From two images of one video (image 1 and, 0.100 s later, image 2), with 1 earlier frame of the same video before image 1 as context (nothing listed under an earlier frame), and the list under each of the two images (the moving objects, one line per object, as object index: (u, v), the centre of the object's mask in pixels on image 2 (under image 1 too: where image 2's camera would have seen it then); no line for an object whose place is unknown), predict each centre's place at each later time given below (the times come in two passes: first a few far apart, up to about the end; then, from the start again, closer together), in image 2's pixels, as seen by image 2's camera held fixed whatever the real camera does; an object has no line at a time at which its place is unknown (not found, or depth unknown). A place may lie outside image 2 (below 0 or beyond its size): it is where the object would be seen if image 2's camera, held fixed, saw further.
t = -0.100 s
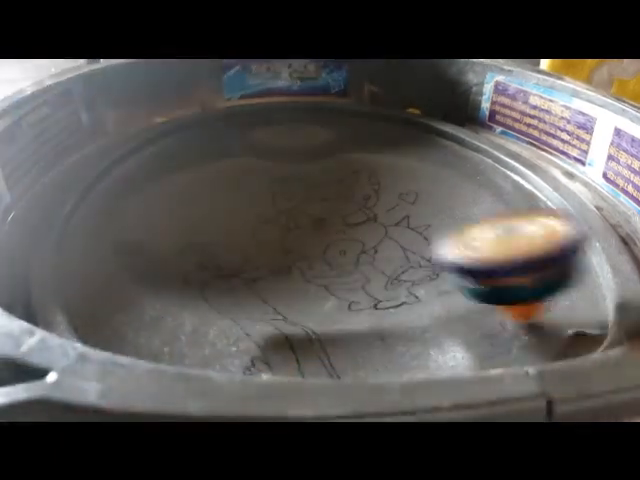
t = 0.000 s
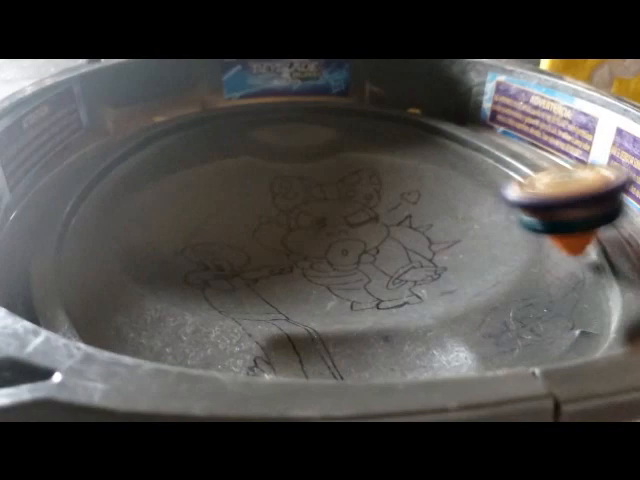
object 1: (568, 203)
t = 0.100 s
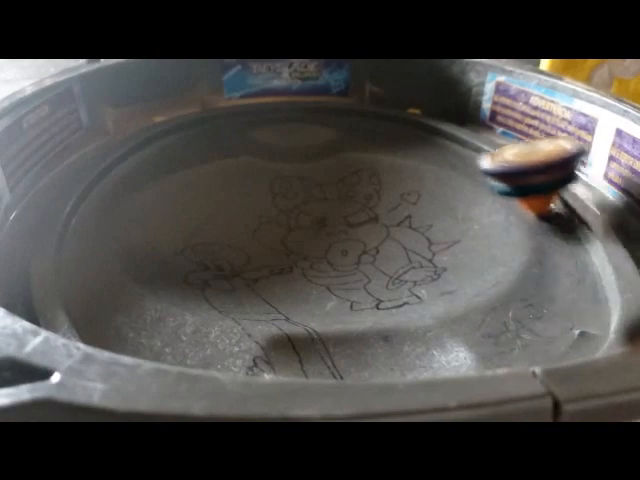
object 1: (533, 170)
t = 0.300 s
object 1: (460, 126)
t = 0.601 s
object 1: (389, 99)
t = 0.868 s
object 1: (349, 92)
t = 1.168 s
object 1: (286, 91)
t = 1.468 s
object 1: (218, 100)
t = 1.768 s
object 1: (164, 118)
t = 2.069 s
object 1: (109, 163)
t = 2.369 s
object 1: (86, 226)
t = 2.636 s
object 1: (116, 284)
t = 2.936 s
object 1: (228, 316)
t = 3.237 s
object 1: (439, 268)
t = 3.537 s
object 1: (564, 220)
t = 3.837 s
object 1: (492, 148)
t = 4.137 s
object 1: (348, 95)
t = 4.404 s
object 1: (243, 94)
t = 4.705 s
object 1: (170, 112)
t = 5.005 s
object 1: (151, 129)
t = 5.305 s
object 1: (97, 182)
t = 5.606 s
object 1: (109, 276)
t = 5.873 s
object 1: (364, 337)
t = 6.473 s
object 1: (543, 180)
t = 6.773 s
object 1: (445, 121)
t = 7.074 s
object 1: (332, 92)
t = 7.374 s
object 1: (227, 96)
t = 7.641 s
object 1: (154, 122)
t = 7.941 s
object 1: (139, 192)
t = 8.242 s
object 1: (345, 249)
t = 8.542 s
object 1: (445, 250)
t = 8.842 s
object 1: (560, 211)
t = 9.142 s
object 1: (499, 151)
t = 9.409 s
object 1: (393, 113)
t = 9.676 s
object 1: (274, 118)
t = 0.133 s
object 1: (520, 160)
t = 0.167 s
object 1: (506, 152)
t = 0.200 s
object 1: (495, 143)
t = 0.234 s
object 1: (482, 138)
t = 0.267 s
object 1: (470, 132)
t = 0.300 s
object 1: (460, 126)
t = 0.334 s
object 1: (449, 121)
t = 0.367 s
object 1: (440, 116)
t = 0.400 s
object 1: (430, 112)
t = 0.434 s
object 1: (421, 108)
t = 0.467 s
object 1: (413, 105)
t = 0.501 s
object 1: (405, 103)
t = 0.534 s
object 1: (399, 101)
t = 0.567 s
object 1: (394, 100)
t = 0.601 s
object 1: (389, 99)
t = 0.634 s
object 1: (385, 97)
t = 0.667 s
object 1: (380, 96)
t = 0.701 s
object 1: (376, 96)
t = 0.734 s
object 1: (372, 95)
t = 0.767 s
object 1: (367, 95)
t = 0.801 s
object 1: (361, 93)
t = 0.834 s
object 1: (354, 93)
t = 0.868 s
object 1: (349, 92)
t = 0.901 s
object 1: (342, 92)
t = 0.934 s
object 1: (336, 91)
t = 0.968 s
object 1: (330, 91)
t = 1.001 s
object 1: (321, 91)
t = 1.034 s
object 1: (315, 91)
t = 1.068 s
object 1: (308, 90)
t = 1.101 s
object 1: (301, 91)
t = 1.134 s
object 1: (294, 91)
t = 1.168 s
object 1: (286, 91)
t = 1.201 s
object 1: (278, 92)
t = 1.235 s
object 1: (274, 92)
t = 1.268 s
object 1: (269, 93)
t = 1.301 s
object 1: (264, 93)
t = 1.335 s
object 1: (258, 94)
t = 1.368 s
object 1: (249, 95)
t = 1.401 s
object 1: (236, 97)
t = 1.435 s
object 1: (226, 98)
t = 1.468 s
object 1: (218, 100)
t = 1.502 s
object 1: (210, 102)
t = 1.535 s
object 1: (202, 103)
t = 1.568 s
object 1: (195, 103)
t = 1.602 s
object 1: (191, 106)
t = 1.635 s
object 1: (186, 109)
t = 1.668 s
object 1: (177, 111)
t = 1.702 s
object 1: (169, 113)
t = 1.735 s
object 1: (166, 116)
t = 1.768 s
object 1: (164, 118)
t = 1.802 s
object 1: (160, 121)
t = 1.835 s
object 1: (152, 126)
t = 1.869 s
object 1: (144, 130)
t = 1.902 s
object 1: (136, 134)
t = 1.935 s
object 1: (133, 138)
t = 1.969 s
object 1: (130, 142)
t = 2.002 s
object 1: (126, 146)
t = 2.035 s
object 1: (119, 153)
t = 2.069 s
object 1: (109, 163)
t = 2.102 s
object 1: (98, 171)
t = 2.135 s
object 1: (92, 178)
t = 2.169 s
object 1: (90, 186)
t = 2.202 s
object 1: (89, 192)
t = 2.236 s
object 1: (86, 198)
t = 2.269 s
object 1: (82, 206)
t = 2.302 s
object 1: (83, 212)
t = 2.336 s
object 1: (85, 218)
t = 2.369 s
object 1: (86, 226)
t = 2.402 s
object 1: (85, 232)
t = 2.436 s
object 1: (85, 240)
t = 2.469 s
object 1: (88, 246)
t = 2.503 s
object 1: (95, 251)
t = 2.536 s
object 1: (101, 257)
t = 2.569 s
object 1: (105, 264)
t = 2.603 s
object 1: (110, 275)
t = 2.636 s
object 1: (116, 284)
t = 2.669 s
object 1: (125, 290)
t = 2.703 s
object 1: (138, 297)
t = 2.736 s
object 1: (152, 307)
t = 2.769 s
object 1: (156, 300)
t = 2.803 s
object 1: (168, 303)
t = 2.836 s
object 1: (182, 313)
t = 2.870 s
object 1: (192, 312)
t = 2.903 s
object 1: (204, 316)
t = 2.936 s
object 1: (228, 316)
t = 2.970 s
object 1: (254, 319)
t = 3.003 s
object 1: (279, 312)
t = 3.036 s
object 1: (308, 314)
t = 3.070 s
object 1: (336, 317)
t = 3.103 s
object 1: (352, 307)
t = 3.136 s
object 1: (371, 291)
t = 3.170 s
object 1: (393, 278)
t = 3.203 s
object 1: (418, 271)
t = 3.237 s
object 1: (439, 268)
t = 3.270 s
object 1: (460, 271)
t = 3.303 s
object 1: (483, 273)
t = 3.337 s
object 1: (505, 270)
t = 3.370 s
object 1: (526, 268)
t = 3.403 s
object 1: (548, 266)
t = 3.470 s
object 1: (570, 263)
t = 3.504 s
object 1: (579, 232)
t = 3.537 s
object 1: (564, 220)
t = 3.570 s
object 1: (548, 244)
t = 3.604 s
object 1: (542, 221)
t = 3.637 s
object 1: (529, 204)
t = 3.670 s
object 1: (524, 186)
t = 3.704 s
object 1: (516, 175)
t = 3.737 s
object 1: (508, 165)
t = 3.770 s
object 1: (498, 162)
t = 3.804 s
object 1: (491, 164)
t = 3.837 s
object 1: (492, 148)
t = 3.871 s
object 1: (483, 135)
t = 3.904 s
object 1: (464, 129)
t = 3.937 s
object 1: (446, 122)
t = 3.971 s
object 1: (432, 114)
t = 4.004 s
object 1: (414, 108)
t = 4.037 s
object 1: (397, 104)
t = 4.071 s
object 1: (381, 101)
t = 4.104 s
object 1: (365, 96)
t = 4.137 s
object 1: (348, 95)
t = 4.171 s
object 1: (334, 95)
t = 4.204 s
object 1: (320, 93)
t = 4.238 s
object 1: (305, 94)
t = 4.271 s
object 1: (291, 93)
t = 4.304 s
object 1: (277, 94)
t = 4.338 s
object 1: (265, 96)
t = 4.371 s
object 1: (255, 94)
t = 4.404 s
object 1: (243, 94)
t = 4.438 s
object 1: (229, 97)
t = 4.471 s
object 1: (218, 95)
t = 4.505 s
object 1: (211, 100)
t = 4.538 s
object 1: (205, 102)
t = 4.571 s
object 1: (199, 105)
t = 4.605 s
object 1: (190, 104)
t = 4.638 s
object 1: (182, 107)
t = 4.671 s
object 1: (177, 110)
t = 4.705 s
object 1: (170, 112)
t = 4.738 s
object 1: (160, 115)
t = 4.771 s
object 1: (157, 119)
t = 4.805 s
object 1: (150, 118)
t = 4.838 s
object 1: (148, 114)
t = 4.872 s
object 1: (157, 116)
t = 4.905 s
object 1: (163, 122)
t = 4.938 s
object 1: (163, 123)
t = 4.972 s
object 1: (159, 126)
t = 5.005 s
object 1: (151, 129)
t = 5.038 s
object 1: (139, 132)
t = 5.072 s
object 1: (133, 134)
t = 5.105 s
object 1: (132, 138)
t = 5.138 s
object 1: (129, 143)
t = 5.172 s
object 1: (123, 151)
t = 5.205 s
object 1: (118, 159)
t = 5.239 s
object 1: (109, 167)
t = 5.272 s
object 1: (103, 175)
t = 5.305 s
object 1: (97, 182)
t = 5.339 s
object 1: (92, 190)
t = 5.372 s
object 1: (89, 198)
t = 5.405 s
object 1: (86, 207)
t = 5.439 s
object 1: (87, 215)
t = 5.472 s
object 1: (86, 225)
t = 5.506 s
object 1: (90, 236)
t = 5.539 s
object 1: (94, 248)
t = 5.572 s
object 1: (102, 261)
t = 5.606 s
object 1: (109, 276)
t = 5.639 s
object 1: (119, 288)
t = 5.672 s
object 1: (129, 297)
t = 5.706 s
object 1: (150, 306)
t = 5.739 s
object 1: (174, 312)
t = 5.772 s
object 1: (194, 317)
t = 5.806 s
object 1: (236, 326)
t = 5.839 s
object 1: (303, 336)
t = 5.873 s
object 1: (364, 337)
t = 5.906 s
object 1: (423, 335)
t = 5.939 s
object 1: (470, 332)
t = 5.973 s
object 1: (506, 324)
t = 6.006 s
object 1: (532, 317)
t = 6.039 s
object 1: (552, 311)
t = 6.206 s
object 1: (582, 261)
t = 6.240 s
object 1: (579, 249)
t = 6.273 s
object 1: (580, 238)
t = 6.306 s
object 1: (577, 228)
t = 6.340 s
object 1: (566, 219)
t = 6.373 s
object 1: (562, 208)
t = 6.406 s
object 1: (559, 197)
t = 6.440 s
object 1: (553, 188)
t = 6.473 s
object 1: (543, 180)
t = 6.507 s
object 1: (534, 173)
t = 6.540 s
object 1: (524, 165)
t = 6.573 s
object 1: (515, 158)
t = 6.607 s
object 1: (504, 151)
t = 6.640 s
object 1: (493, 144)
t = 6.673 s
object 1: (482, 138)
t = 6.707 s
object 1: (470, 132)
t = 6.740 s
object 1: (457, 127)
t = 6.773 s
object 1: (445, 121)
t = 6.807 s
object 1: (433, 116)
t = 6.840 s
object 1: (420, 112)
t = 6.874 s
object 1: (407, 108)
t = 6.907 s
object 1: (392, 103)
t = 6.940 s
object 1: (380, 99)
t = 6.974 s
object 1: (368, 96)
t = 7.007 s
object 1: (356, 93)
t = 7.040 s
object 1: (345, 92)
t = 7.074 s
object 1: (332, 92)
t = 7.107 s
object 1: (319, 90)
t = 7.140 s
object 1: (306, 88)
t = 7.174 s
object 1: (294, 88)
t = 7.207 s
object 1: (282, 89)
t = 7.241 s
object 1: (271, 90)
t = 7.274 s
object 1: (258, 90)
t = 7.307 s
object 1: (247, 93)
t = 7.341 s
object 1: (237, 95)
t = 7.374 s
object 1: (227, 96)
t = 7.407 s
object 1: (217, 99)
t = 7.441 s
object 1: (207, 102)
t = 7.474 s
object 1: (198, 104)
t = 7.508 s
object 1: (188, 105)
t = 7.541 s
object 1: (178, 110)
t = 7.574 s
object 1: (170, 114)
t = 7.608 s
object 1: (162, 118)
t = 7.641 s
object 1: (154, 122)
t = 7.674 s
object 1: (149, 127)
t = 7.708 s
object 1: (144, 131)
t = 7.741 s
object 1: (138, 138)
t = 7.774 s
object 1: (132, 145)
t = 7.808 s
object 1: (126, 151)
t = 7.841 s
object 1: (121, 166)
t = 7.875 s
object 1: (122, 175)
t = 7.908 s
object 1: (128, 183)
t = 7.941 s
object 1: (139, 192)
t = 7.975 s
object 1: (156, 201)
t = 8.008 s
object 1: (177, 206)
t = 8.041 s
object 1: (199, 213)
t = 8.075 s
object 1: (222, 222)
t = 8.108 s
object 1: (247, 229)
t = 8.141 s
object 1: (272, 236)
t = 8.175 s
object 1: (299, 245)
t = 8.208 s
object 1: (321, 246)
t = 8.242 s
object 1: (345, 249)
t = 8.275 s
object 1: (366, 250)
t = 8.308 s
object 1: (387, 250)
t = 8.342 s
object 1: (405, 250)
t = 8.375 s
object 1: (421, 250)
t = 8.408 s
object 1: (434, 249)
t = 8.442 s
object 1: (443, 249)
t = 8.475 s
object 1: (449, 249)
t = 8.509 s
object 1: (449, 249)
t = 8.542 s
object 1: (445, 250)
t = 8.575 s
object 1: (436, 251)
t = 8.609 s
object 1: (424, 251)
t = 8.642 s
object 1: (440, 248)
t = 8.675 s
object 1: (463, 245)
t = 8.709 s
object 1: (483, 242)
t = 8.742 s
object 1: (501, 237)
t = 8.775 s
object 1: (521, 229)
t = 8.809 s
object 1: (542, 220)
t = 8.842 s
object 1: (560, 211)
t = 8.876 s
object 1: (566, 201)
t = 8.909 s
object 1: (552, 198)
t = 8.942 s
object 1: (543, 190)
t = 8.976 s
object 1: (539, 182)
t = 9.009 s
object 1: (535, 175)
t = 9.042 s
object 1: (530, 168)
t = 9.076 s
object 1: (520, 163)
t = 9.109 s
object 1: (509, 158)
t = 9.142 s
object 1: (499, 151)
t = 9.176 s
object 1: (488, 145)
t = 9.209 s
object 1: (476, 140)
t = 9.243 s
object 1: (463, 135)
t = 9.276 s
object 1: (449, 129)
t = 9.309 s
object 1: (436, 124)
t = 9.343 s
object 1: (423, 120)
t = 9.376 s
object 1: (408, 116)
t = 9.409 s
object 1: (393, 113)
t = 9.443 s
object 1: (378, 110)
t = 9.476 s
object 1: (365, 107)
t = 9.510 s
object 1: (350, 104)
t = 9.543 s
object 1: (336, 104)
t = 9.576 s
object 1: (319, 109)
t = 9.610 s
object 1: (304, 116)
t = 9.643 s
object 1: (289, 119)
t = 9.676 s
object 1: (274, 118)
